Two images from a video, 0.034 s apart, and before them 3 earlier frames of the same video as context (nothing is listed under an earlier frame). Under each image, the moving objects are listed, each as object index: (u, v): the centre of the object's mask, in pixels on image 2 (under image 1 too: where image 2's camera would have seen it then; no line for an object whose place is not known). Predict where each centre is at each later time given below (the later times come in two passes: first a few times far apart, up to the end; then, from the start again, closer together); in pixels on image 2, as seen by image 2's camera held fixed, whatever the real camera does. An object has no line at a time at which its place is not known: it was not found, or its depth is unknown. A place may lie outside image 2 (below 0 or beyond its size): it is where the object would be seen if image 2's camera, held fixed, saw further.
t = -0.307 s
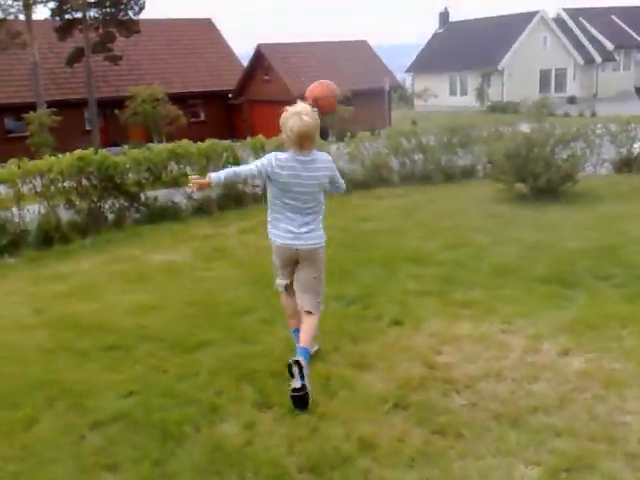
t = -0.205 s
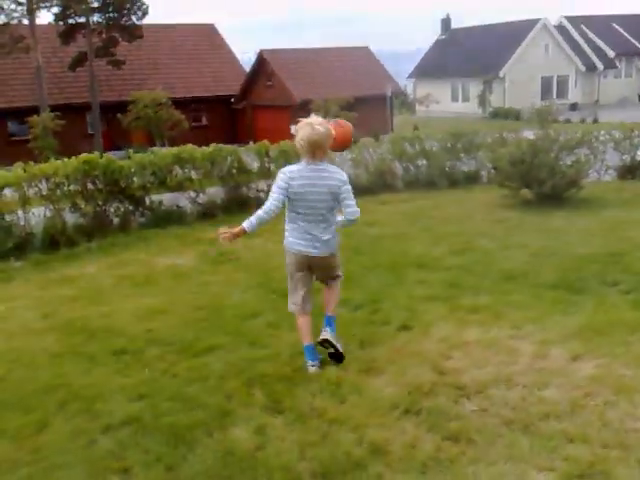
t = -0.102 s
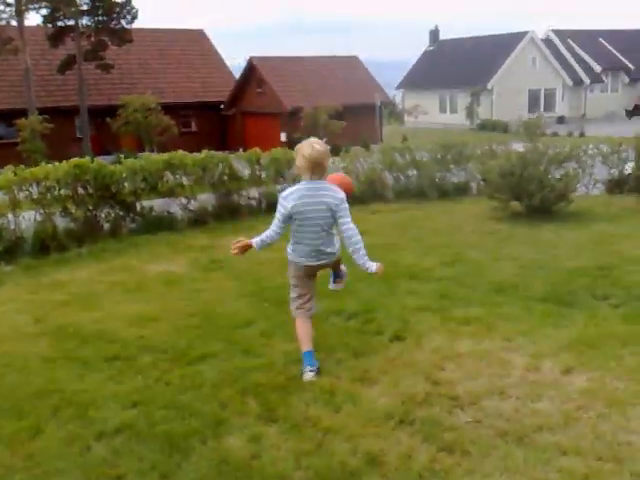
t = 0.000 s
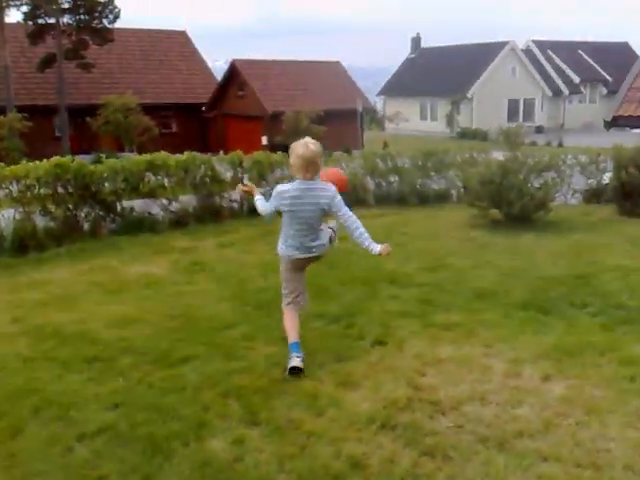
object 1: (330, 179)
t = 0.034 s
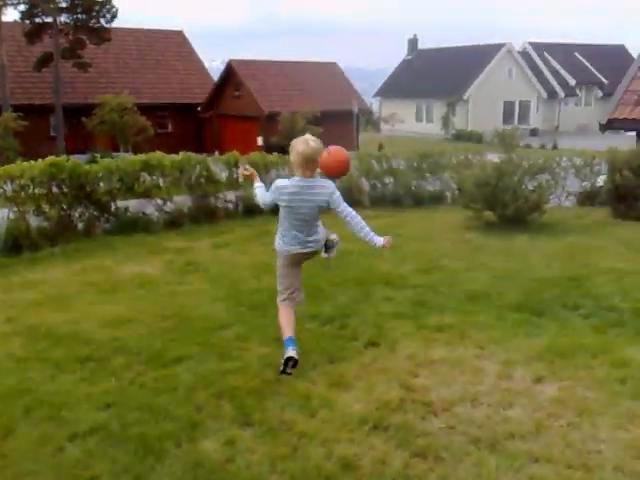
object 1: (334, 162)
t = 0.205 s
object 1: (370, 75)
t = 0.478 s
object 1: (428, 34)
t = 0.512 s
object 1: (435, 37)
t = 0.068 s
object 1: (341, 140)
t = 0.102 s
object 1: (347, 121)
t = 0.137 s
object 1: (355, 104)
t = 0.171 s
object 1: (362, 88)
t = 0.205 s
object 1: (370, 75)
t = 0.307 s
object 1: (393, 45)
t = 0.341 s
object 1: (400, 39)
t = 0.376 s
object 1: (408, 36)
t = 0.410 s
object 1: (414, 34)
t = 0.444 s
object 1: (423, 32)
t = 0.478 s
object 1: (428, 34)
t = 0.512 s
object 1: (435, 37)
